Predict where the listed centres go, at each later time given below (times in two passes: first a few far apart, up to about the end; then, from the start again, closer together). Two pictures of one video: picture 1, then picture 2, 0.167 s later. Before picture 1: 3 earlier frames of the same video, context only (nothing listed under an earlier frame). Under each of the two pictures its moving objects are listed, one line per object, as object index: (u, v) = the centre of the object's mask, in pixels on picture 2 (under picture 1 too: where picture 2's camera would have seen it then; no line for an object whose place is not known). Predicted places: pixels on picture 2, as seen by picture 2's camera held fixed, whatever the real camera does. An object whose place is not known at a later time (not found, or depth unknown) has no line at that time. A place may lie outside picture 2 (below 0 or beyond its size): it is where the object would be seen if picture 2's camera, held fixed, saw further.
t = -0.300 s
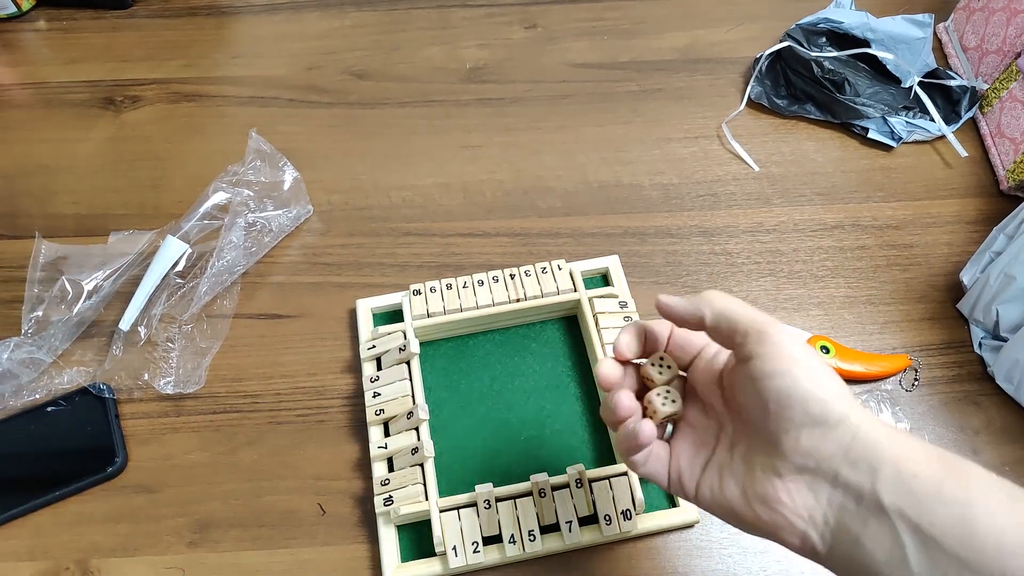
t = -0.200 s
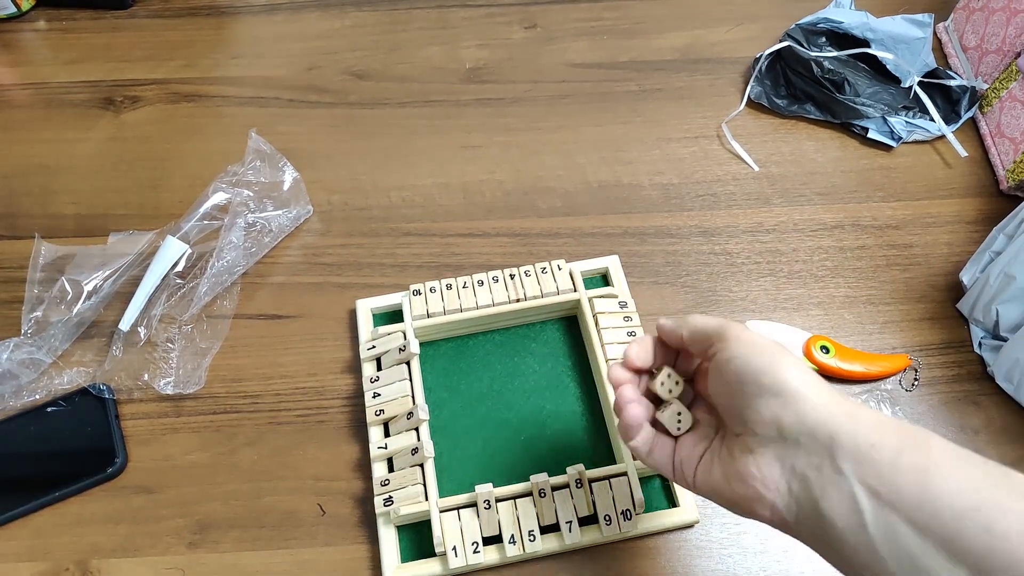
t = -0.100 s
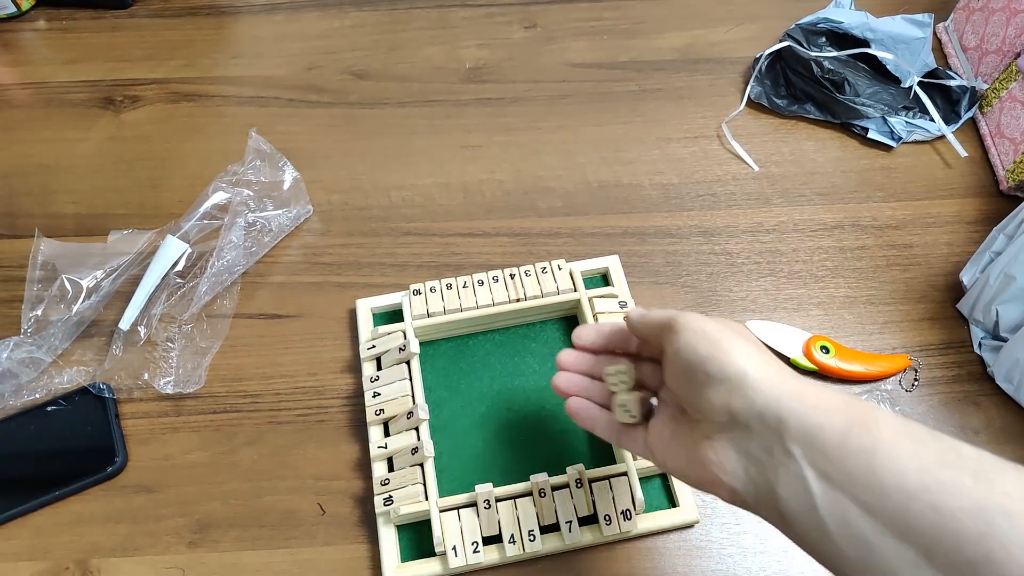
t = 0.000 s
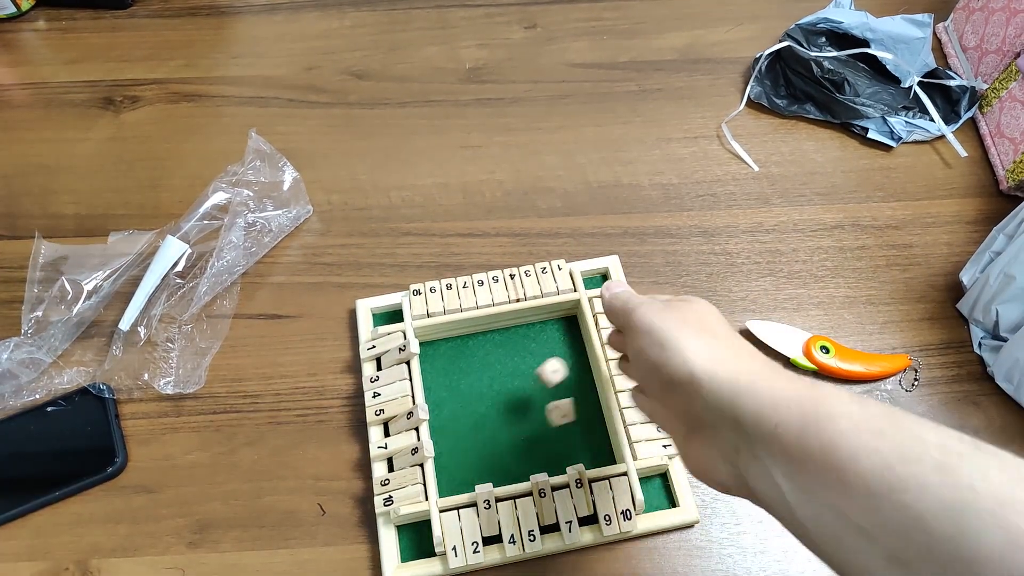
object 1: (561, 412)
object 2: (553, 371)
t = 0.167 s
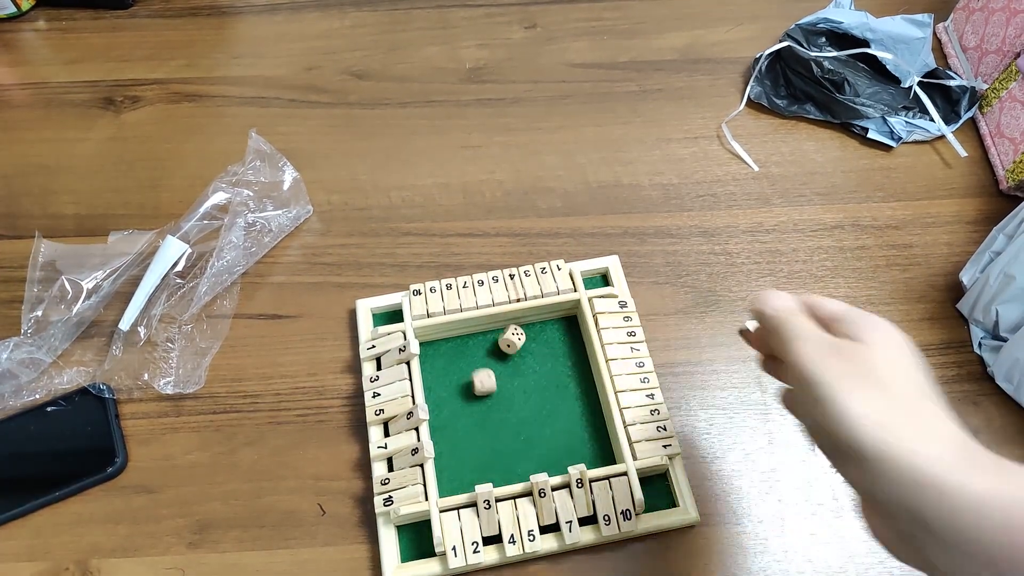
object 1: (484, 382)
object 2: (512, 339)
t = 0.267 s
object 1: (458, 357)
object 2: (511, 353)
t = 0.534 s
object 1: (431, 351)
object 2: (510, 354)
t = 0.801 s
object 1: (431, 351)
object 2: (510, 354)
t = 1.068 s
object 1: (432, 351)
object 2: (510, 354)
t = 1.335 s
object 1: (432, 351)
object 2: (510, 354)
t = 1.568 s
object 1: (432, 351)
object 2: (510, 354)
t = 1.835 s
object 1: (432, 351)
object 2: (510, 354)
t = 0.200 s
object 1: (474, 372)
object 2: (512, 346)
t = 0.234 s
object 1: (467, 364)
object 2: (511, 351)
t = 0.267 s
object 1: (458, 357)
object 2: (511, 353)
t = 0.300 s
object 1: (450, 351)
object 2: (511, 354)
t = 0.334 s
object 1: (441, 345)
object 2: (511, 355)
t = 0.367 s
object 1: (436, 346)
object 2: (510, 354)
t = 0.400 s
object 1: (432, 350)
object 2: (510, 354)
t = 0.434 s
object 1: (431, 351)
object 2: (510, 354)
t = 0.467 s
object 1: (431, 351)
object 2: (510, 354)
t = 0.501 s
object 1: (431, 351)
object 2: (510, 354)
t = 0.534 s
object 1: (431, 351)
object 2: (510, 354)
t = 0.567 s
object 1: (431, 351)
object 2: (510, 354)
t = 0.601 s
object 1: (431, 351)
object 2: (510, 354)
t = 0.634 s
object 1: (431, 351)
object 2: (510, 354)
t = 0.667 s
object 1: (431, 351)
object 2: (510, 354)
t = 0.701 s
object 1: (431, 351)
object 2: (510, 354)
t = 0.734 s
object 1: (431, 351)
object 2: (510, 354)
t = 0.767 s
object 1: (432, 351)
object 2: (510, 354)
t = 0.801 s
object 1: (431, 351)
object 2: (510, 354)
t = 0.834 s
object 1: (431, 351)
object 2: (510, 354)
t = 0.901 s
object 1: (432, 351)
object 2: (510, 354)
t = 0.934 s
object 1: (431, 351)
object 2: (510, 354)
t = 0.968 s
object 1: (432, 351)
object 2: (510, 354)
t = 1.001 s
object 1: (432, 351)
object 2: (510, 354)
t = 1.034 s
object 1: (431, 351)
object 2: (510, 354)
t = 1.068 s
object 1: (432, 351)
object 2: (510, 354)
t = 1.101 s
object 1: (431, 351)
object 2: (510, 354)
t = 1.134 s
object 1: (431, 351)
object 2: (510, 354)
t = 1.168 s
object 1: (432, 351)
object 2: (510, 354)
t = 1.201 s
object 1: (431, 351)
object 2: (510, 354)
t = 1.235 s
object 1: (431, 351)
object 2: (510, 354)
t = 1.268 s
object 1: (432, 351)
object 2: (510, 354)
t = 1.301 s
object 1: (432, 351)
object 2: (510, 354)
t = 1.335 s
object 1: (432, 351)
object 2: (510, 354)
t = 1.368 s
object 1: (431, 351)
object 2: (510, 354)
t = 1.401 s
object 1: (431, 351)
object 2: (510, 354)
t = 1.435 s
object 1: (432, 351)
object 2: (510, 354)
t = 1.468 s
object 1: (432, 351)
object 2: (510, 354)
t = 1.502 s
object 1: (432, 351)
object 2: (510, 354)
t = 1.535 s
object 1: (431, 351)
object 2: (510, 354)
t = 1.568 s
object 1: (432, 351)
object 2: (510, 354)
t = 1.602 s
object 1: (432, 351)
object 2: (510, 354)
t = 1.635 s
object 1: (432, 351)
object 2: (510, 354)
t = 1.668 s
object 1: (432, 351)
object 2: (510, 354)
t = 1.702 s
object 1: (432, 351)
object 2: (510, 354)
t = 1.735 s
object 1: (432, 351)
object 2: (510, 354)
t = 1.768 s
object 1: (432, 351)
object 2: (510, 354)
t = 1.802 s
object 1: (432, 351)
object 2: (510, 354)
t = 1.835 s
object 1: (432, 351)
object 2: (510, 354)
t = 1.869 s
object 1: (432, 351)
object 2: (510, 354)
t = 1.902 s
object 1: (432, 351)
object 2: (510, 354)
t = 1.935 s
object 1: (432, 351)
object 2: (510, 354)
